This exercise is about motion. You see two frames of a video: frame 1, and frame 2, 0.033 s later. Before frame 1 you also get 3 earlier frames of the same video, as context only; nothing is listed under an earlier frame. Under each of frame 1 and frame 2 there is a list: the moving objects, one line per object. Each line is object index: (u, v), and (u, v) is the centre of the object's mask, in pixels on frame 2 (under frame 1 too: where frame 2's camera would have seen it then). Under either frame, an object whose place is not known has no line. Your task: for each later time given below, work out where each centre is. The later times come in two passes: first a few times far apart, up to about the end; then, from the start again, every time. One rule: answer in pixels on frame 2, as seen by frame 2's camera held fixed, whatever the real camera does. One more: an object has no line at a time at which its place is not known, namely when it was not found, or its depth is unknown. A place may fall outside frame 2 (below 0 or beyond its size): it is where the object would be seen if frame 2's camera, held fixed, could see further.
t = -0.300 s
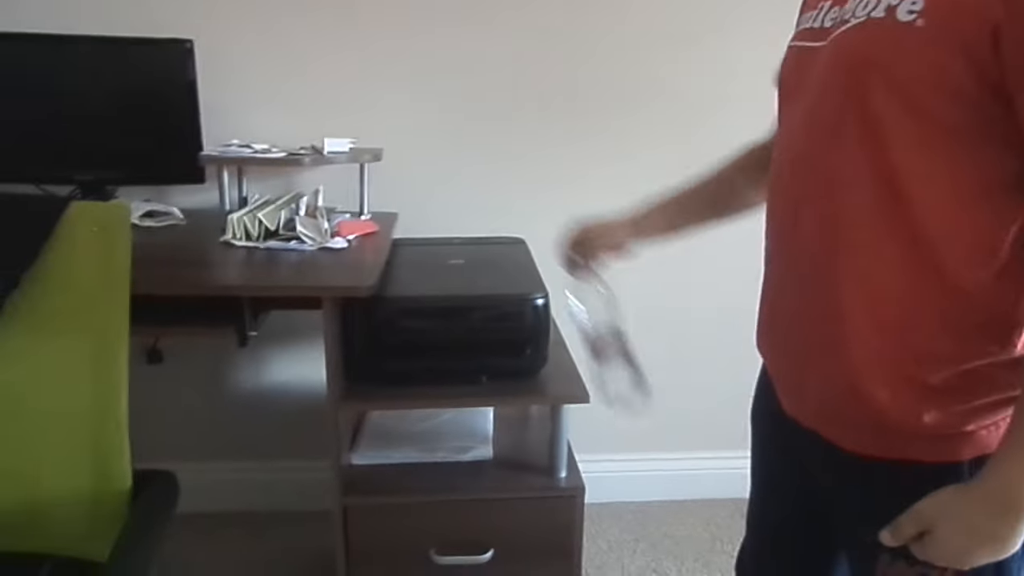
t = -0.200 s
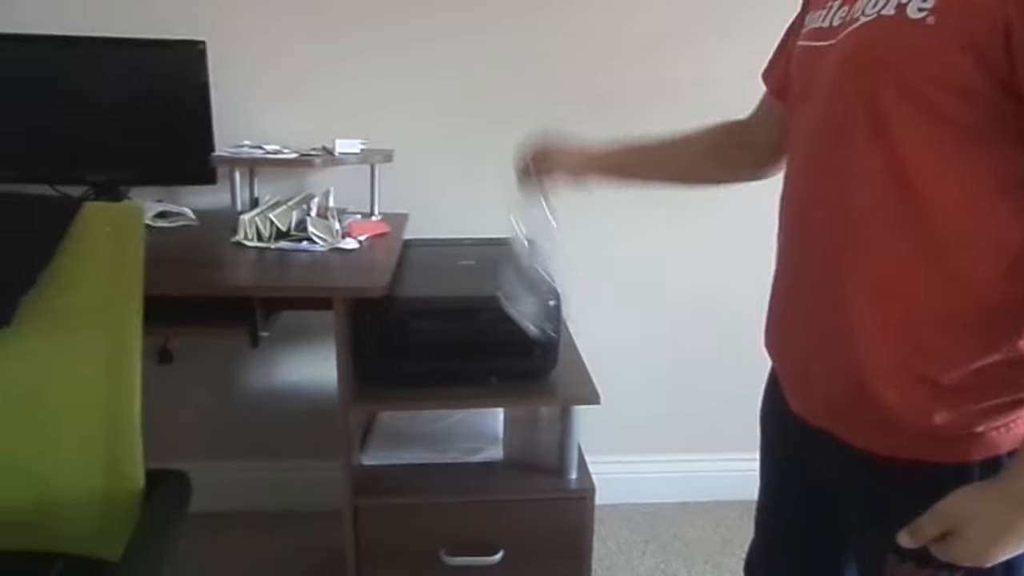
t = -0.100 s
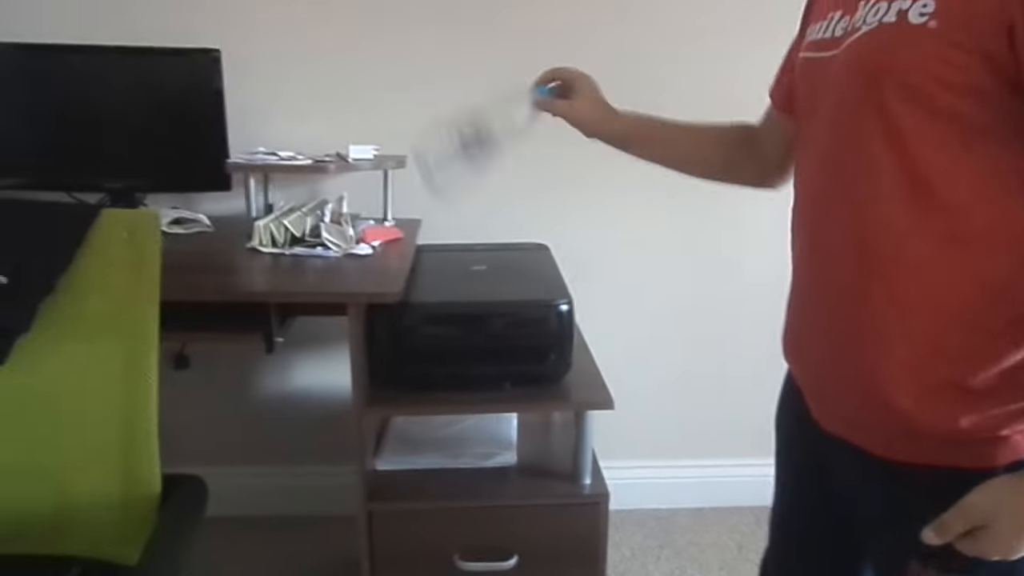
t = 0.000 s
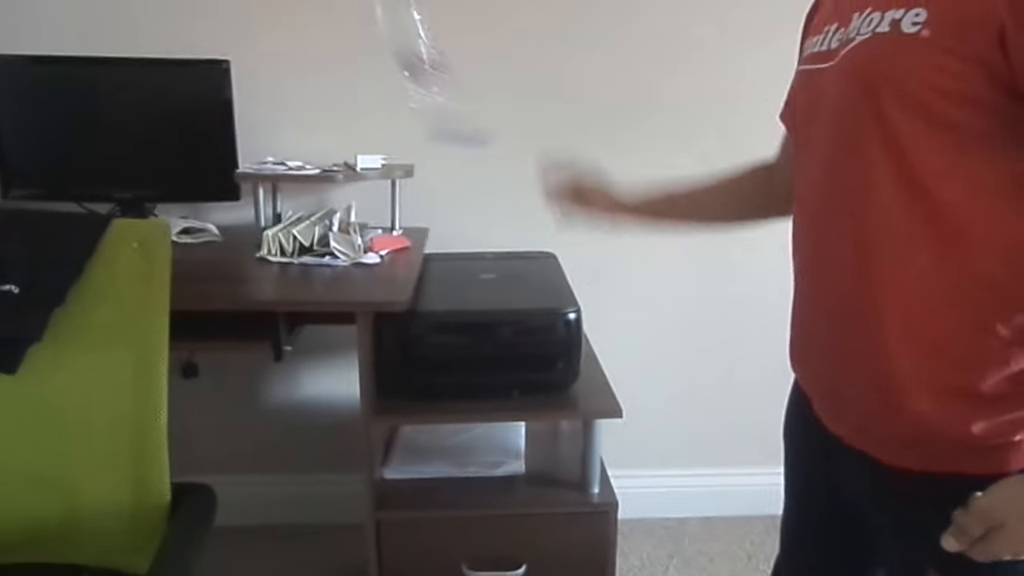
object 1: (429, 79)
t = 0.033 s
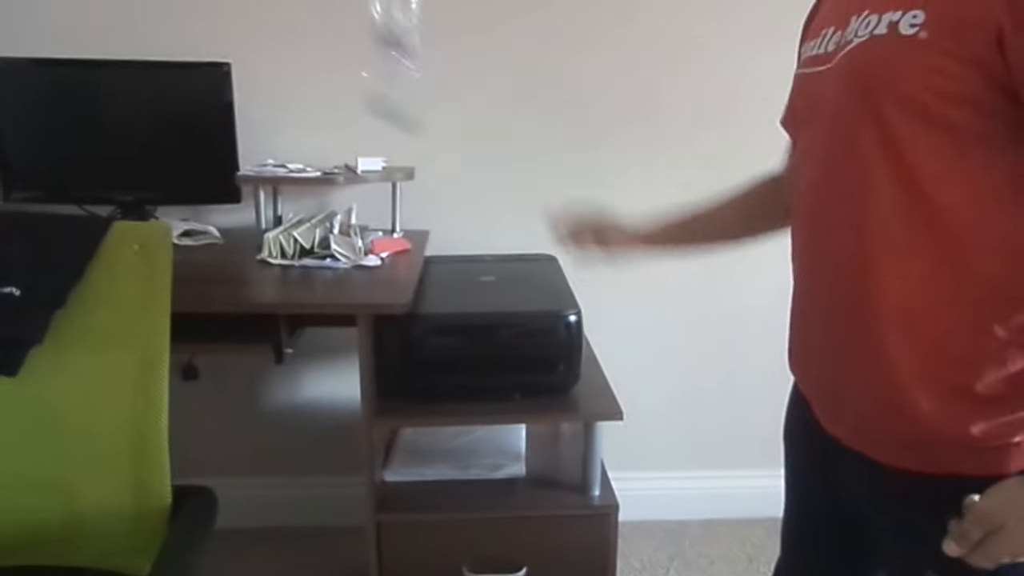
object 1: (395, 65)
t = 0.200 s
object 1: (308, -4)
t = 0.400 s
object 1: (248, 199)
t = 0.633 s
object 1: (216, 251)
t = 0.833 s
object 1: (214, 252)
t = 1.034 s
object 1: (214, 252)
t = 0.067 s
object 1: (358, 41)
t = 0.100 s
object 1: (354, 1)
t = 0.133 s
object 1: (307, 2)
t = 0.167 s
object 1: (302, -5)
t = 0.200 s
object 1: (308, -4)
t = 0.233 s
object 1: (294, 13)
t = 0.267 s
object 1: (279, 39)
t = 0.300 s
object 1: (270, 72)
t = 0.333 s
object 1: (265, 116)
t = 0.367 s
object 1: (256, 158)
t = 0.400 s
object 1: (248, 199)
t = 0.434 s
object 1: (237, 213)
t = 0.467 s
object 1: (223, 217)
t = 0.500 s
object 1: (211, 226)
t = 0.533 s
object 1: (225, 246)
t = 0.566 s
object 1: (224, 249)
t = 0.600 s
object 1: (219, 250)
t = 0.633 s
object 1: (216, 251)
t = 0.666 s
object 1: (216, 251)
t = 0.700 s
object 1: (215, 251)
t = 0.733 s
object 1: (216, 251)
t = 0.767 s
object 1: (216, 251)
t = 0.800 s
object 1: (216, 251)
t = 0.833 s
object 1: (214, 252)
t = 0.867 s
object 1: (214, 253)
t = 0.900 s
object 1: (213, 252)
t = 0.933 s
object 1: (214, 252)
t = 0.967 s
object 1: (214, 252)
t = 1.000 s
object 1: (213, 252)
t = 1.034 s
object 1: (214, 252)
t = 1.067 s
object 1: (213, 252)
